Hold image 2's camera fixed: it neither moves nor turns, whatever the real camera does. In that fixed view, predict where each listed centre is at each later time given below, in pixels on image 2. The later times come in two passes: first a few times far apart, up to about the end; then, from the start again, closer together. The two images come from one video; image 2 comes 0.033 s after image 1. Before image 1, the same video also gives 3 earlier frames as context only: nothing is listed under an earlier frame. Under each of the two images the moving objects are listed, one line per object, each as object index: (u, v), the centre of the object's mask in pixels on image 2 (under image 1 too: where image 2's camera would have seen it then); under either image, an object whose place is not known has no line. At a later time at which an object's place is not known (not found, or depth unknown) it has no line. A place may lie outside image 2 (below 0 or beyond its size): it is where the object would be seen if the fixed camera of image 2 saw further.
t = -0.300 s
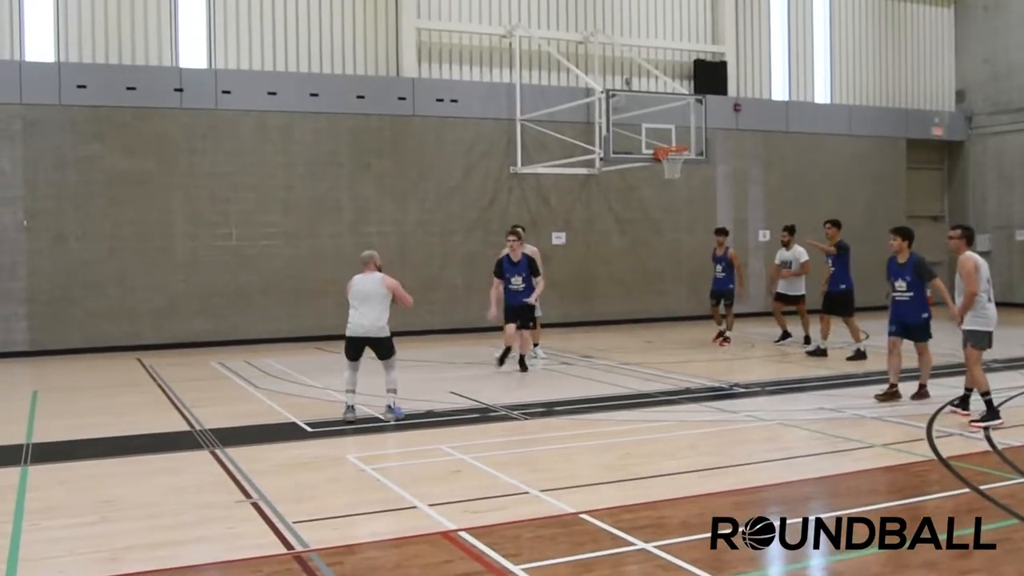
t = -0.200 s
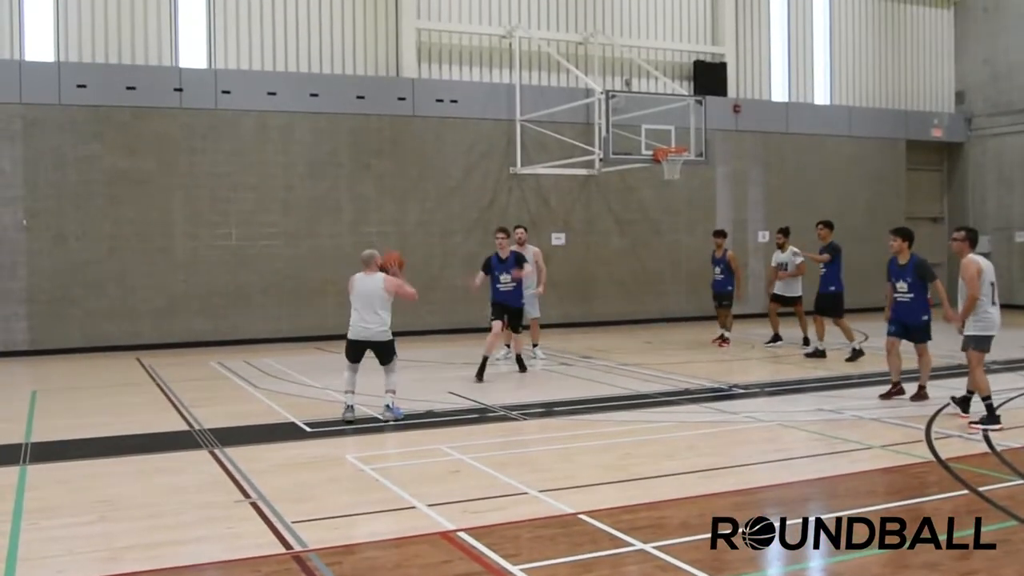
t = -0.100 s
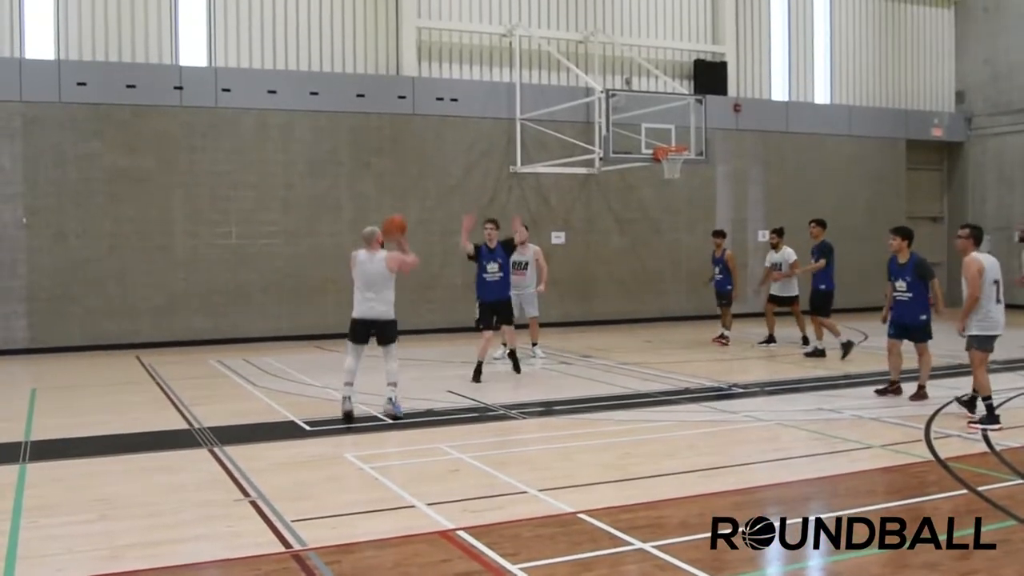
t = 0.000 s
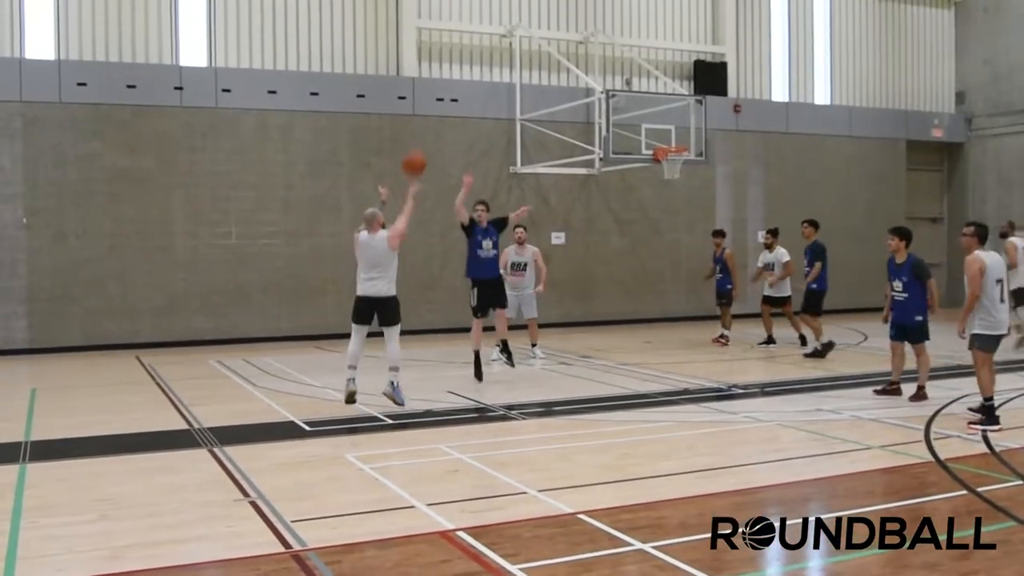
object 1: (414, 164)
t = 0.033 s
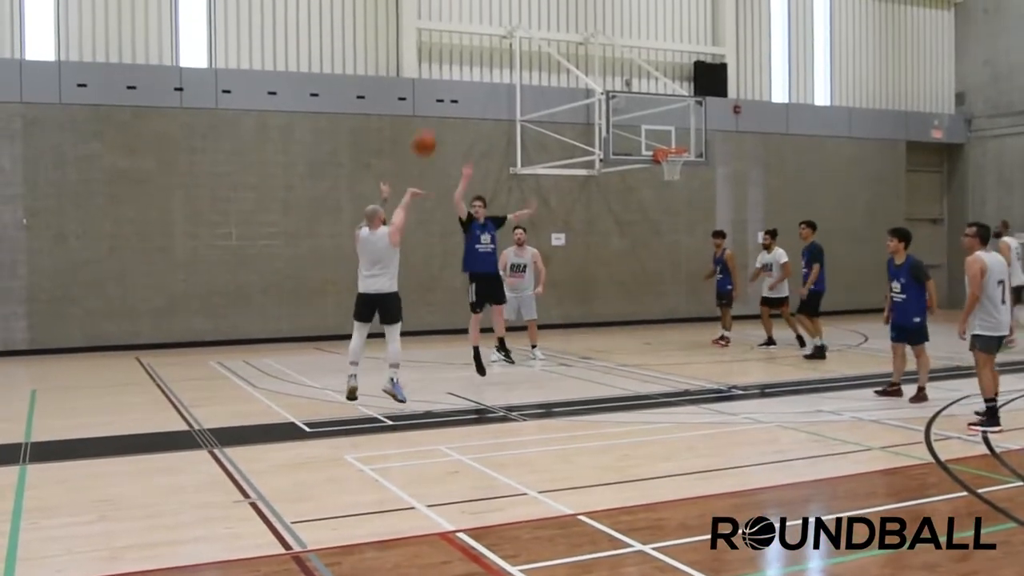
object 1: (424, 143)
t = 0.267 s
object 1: (487, 37)
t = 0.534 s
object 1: (545, -3)
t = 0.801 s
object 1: (594, 3)
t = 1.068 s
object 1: (633, 63)
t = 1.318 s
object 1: (666, 148)
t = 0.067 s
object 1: (435, 124)
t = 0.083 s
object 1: (439, 113)
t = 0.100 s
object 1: (443, 105)
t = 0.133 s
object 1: (453, 89)
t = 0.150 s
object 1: (458, 81)
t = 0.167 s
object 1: (462, 73)
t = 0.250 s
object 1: (483, 42)
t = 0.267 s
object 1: (487, 37)
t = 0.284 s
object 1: (492, 32)
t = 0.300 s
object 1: (496, 27)
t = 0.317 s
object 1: (500, 23)
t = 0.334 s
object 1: (503, 19)
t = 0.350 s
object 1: (507, 15)
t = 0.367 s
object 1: (511, 11)
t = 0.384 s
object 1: (515, 8)
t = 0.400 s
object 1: (518, 5)
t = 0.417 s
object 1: (521, 4)
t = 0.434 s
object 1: (525, 2)
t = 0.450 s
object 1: (528, 1)
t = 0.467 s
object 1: (531, 0)
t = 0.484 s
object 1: (535, -2)
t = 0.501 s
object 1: (539, -3)
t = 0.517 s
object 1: (542, -3)
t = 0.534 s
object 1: (545, -3)
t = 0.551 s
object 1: (549, -3)
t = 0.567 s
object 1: (552, -4)
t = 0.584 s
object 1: (554, -4)
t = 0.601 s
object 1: (557, -5)
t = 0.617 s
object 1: (561, -5)
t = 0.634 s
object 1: (564, -5)
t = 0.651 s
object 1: (567, -4)
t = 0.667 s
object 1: (570, -4)
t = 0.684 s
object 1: (573, -3)
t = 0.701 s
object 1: (576, -2)
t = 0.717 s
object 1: (579, -1)
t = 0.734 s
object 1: (582, -1)
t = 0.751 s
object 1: (585, -1)
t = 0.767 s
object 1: (588, 0)
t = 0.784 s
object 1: (590, 1)
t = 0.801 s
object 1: (594, 3)
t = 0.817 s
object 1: (597, 6)
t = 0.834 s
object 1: (599, 8)
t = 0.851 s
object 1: (602, 12)
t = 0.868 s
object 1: (604, 14)
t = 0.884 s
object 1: (607, 17)
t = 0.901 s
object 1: (609, 20)
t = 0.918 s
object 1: (612, 24)
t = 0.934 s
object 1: (614, 28)
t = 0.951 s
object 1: (617, 32)
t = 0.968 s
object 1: (619, 35)
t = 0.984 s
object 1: (621, 39)
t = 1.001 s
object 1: (624, 44)
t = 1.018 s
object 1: (626, 48)
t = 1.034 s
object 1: (628, 53)
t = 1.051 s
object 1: (630, 58)
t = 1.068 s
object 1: (633, 63)
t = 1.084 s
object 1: (635, 67)
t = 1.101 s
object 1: (637, 73)
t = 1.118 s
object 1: (639, 77)
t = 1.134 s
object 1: (641, 82)
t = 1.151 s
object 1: (644, 88)
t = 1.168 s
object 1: (646, 92)
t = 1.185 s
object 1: (647, 100)
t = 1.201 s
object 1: (650, 105)
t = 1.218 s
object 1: (652, 110)
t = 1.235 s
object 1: (654, 117)
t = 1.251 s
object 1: (656, 123)
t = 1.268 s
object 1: (658, 128)
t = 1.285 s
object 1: (660, 135)
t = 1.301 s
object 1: (663, 141)
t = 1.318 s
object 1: (666, 148)
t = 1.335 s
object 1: (667, 154)
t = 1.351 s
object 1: (668, 160)
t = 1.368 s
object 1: (670, 165)
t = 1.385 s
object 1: (670, 167)
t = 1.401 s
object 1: (672, 167)
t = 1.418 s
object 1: (672, 169)
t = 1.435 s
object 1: (673, 172)
